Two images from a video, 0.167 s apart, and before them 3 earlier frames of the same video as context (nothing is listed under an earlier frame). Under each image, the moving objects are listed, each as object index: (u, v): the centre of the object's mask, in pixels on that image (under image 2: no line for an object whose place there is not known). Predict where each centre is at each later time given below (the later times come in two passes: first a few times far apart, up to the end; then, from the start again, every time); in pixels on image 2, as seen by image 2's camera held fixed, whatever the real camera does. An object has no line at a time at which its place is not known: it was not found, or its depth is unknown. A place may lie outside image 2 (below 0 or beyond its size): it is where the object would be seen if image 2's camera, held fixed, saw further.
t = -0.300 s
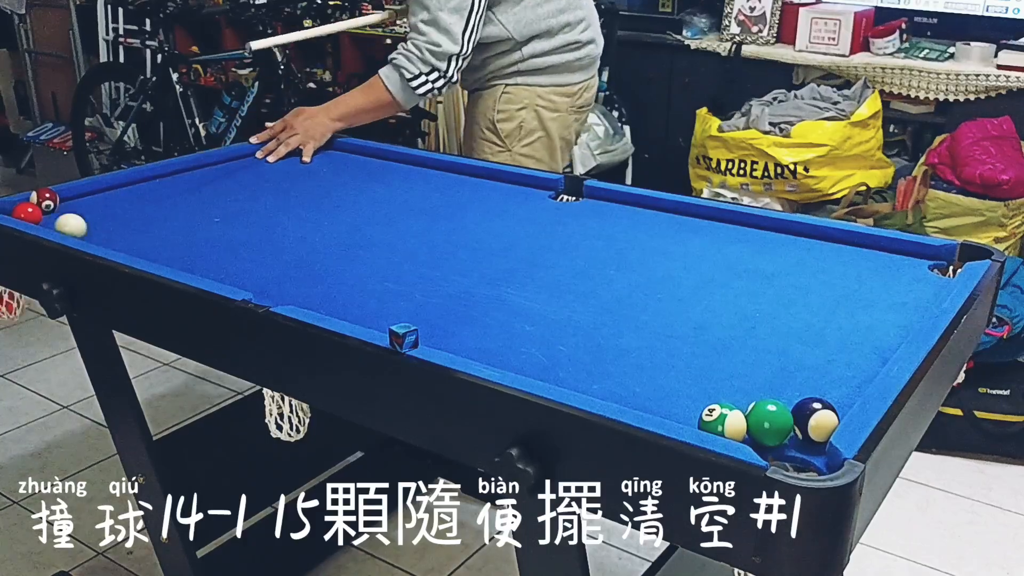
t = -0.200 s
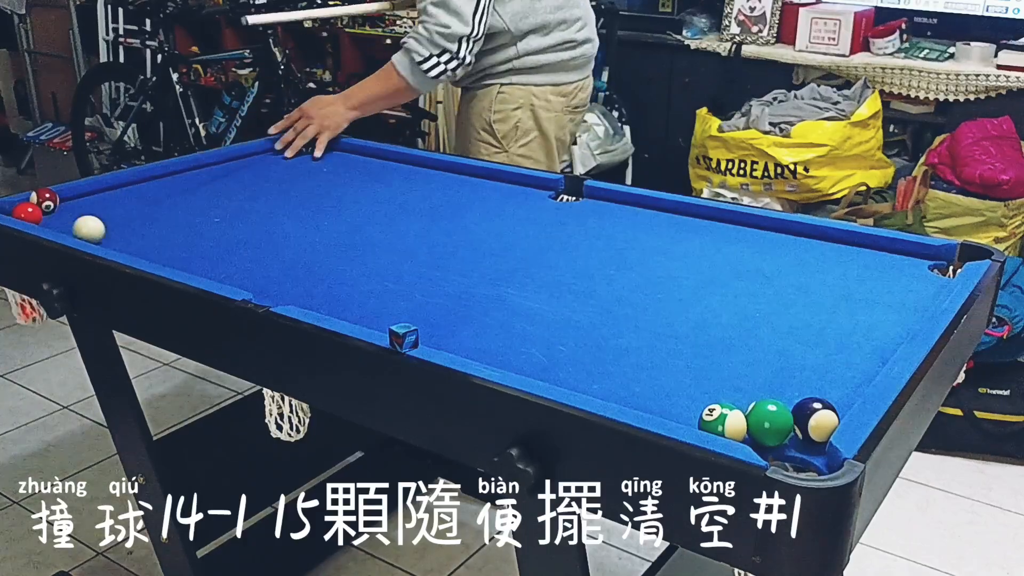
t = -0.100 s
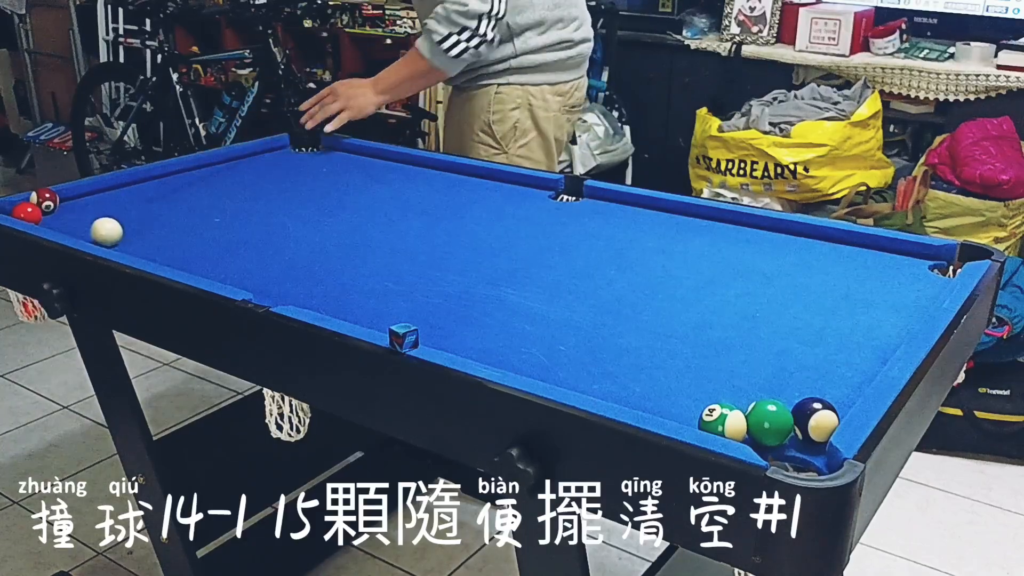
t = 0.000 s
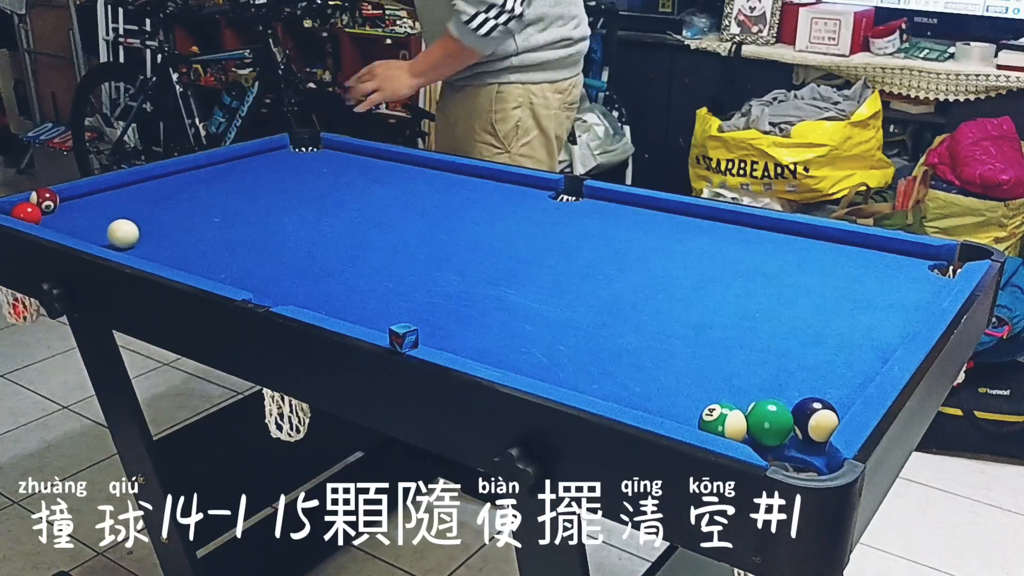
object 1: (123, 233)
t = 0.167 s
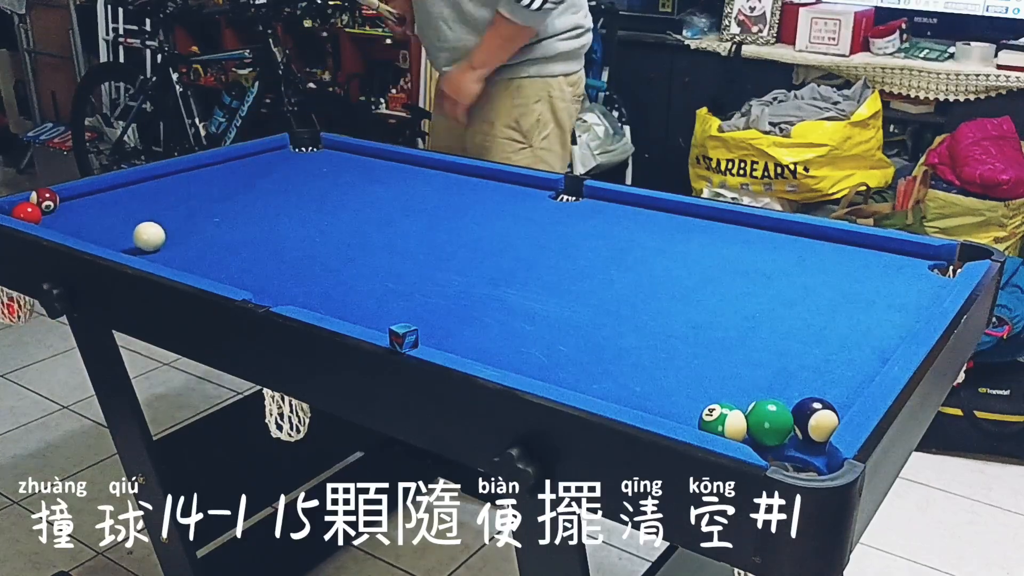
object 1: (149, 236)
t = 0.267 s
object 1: (164, 238)
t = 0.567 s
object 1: (201, 241)
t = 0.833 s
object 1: (226, 243)
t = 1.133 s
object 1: (243, 244)
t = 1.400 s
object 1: (247, 244)
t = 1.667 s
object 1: (246, 244)
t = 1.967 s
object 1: (246, 244)
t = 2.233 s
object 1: (246, 244)
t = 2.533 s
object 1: (247, 244)
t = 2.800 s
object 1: (247, 244)
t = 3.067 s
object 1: (246, 244)
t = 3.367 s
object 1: (246, 244)
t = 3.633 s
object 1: (246, 244)
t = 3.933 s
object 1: (246, 244)
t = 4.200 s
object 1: (247, 244)
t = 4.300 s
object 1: (247, 244)
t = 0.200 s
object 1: (154, 237)
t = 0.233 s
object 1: (159, 237)
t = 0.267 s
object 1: (164, 238)
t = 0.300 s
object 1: (168, 238)
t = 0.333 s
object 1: (173, 239)
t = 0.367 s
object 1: (177, 239)
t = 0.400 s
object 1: (181, 239)
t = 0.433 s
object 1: (186, 240)
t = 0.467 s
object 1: (190, 240)
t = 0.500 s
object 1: (194, 241)
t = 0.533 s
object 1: (198, 241)
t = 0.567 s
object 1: (201, 241)
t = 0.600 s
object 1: (205, 241)
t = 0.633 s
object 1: (209, 242)
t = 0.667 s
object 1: (212, 242)
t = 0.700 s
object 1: (215, 242)
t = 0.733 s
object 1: (218, 242)
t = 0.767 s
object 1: (221, 243)
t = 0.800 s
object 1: (224, 243)
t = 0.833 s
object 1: (226, 243)
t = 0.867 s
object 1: (229, 243)
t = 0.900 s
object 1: (231, 243)
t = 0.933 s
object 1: (233, 243)
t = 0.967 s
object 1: (235, 243)
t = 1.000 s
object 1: (237, 243)
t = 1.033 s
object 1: (238, 244)
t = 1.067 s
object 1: (240, 244)
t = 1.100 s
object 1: (242, 244)
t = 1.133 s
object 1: (243, 244)
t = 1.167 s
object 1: (244, 244)
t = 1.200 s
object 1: (245, 244)
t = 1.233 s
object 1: (246, 244)
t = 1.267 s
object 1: (246, 244)
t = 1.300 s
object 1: (247, 244)
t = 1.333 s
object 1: (247, 244)
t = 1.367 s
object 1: (247, 244)
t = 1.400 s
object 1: (247, 244)
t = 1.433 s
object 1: (247, 244)
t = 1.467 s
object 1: (247, 244)
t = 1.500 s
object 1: (247, 244)
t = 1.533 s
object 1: (247, 244)
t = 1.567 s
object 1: (247, 244)
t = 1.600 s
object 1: (246, 244)
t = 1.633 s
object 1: (246, 244)
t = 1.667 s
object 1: (246, 244)
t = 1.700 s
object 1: (246, 244)
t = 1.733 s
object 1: (246, 244)
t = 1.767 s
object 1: (246, 244)
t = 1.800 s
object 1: (246, 244)
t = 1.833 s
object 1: (246, 244)
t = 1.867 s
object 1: (246, 244)
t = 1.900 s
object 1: (246, 244)
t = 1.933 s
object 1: (246, 244)
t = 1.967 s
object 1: (246, 244)
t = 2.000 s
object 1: (246, 244)
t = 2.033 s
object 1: (246, 244)
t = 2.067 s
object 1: (246, 244)
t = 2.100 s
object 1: (246, 244)
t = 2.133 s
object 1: (246, 244)
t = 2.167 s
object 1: (246, 244)
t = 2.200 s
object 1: (246, 244)
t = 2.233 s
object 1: (246, 244)
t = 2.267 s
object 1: (246, 244)
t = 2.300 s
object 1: (246, 244)
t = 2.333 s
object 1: (247, 244)
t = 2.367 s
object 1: (247, 244)
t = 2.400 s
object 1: (247, 244)
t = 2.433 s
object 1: (247, 244)
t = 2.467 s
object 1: (247, 244)
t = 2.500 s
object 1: (246, 244)
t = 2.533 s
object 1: (247, 244)
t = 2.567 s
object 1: (247, 244)
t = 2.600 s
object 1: (247, 244)
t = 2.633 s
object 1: (246, 244)
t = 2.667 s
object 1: (247, 244)
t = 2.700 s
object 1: (247, 244)
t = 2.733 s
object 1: (246, 244)
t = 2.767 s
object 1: (246, 244)
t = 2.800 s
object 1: (247, 244)
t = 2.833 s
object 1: (246, 244)
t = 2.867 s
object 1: (246, 244)
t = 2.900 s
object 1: (246, 244)
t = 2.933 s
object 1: (246, 244)
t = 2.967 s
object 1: (246, 244)
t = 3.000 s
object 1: (246, 244)
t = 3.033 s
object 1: (246, 244)
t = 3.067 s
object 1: (246, 244)
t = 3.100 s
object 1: (246, 244)
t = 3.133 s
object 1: (246, 244)
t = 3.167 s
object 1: (246, 244)
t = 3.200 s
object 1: (246, 244)
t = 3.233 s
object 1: (246, 244)
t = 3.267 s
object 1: (247, 244)
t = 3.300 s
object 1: (246, 244)
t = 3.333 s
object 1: (246, 244)
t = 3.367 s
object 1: (246, 244)
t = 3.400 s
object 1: (246, 244)
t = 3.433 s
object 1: (246, 244)
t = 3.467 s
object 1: (246, 244)
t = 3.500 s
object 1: (246, 244)
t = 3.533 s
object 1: (246, 244)
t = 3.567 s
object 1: (246, 244)
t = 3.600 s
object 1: (246, 244)
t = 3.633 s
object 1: (246, 244)
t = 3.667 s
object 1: (246, 244)
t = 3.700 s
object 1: (246, 244)
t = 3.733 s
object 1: (246, 244)
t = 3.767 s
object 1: (246, 244)
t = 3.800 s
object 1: (246, 244)
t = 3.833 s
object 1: (246, 244)
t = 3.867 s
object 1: (246, 244)
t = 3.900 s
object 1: (246, 244)
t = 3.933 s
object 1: (246, 244)
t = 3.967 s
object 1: (247, 244)
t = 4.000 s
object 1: (247, 244)
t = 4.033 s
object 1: (247, 244)
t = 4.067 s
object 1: (247, 244)
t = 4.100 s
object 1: (247, 244)
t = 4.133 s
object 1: (247, 244)
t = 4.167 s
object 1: (247, 244)
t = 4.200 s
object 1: (247, 244)
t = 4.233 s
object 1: (247, 244)
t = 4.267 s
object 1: (247, 244)
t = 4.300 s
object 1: (247, 244)
